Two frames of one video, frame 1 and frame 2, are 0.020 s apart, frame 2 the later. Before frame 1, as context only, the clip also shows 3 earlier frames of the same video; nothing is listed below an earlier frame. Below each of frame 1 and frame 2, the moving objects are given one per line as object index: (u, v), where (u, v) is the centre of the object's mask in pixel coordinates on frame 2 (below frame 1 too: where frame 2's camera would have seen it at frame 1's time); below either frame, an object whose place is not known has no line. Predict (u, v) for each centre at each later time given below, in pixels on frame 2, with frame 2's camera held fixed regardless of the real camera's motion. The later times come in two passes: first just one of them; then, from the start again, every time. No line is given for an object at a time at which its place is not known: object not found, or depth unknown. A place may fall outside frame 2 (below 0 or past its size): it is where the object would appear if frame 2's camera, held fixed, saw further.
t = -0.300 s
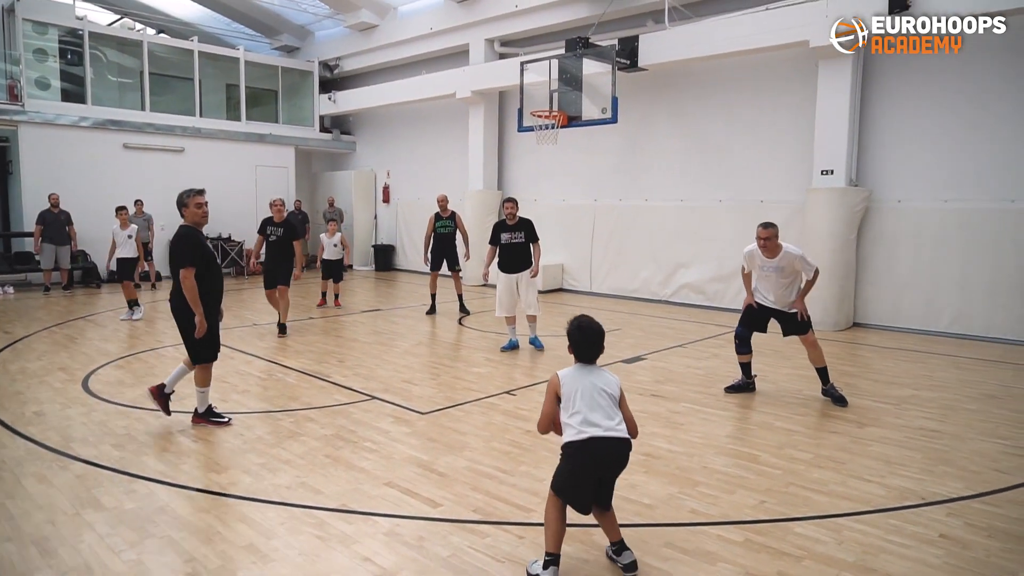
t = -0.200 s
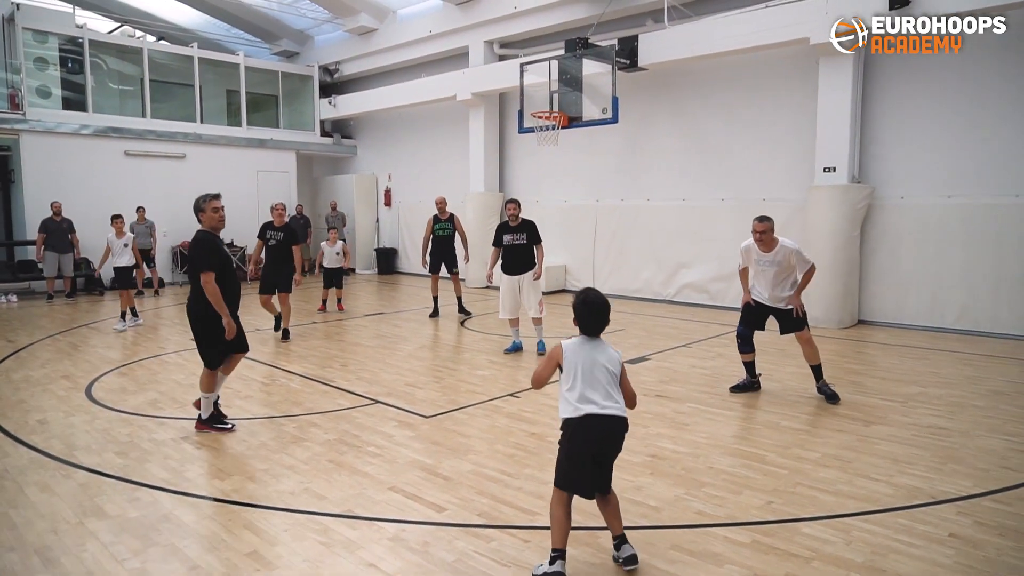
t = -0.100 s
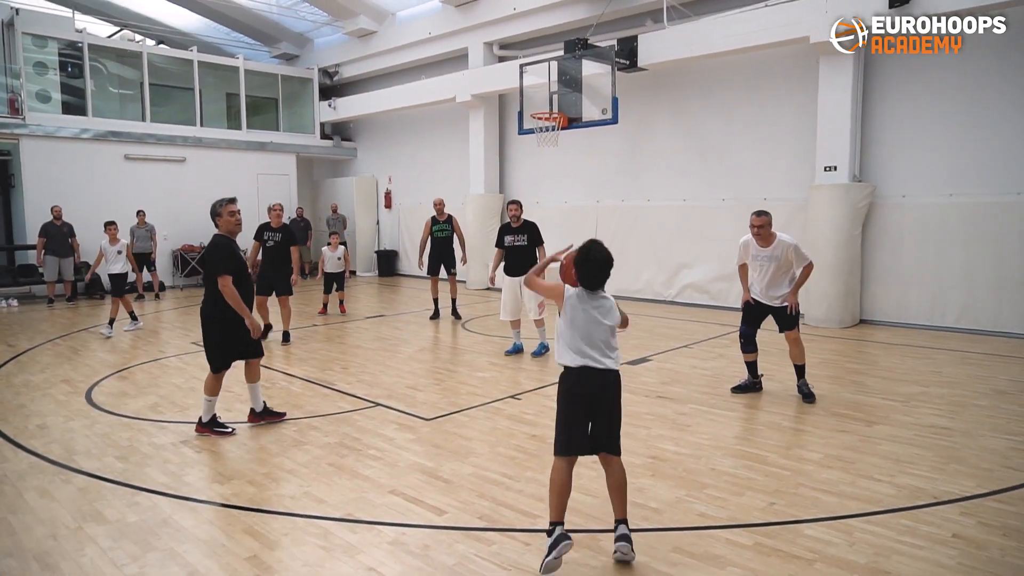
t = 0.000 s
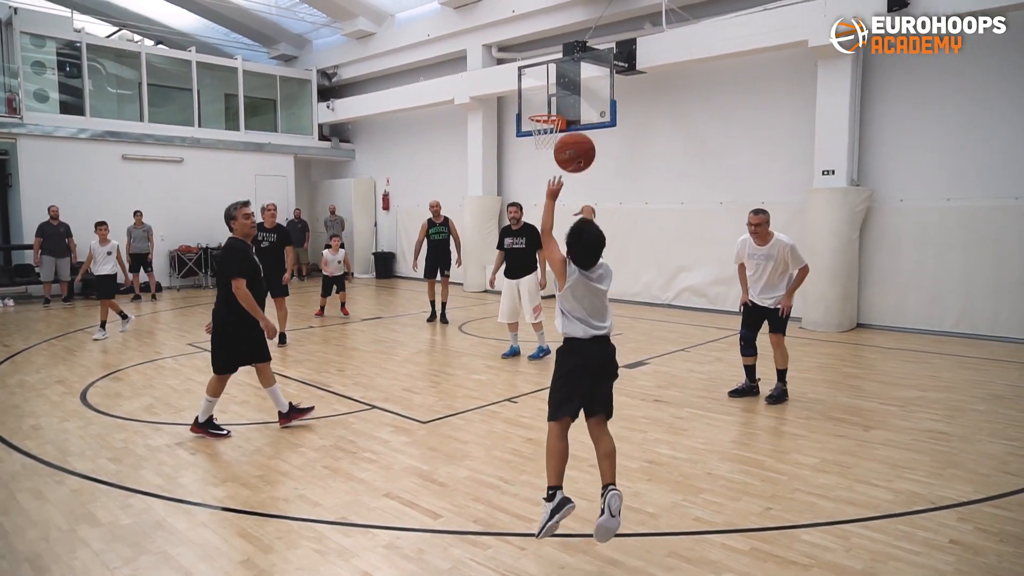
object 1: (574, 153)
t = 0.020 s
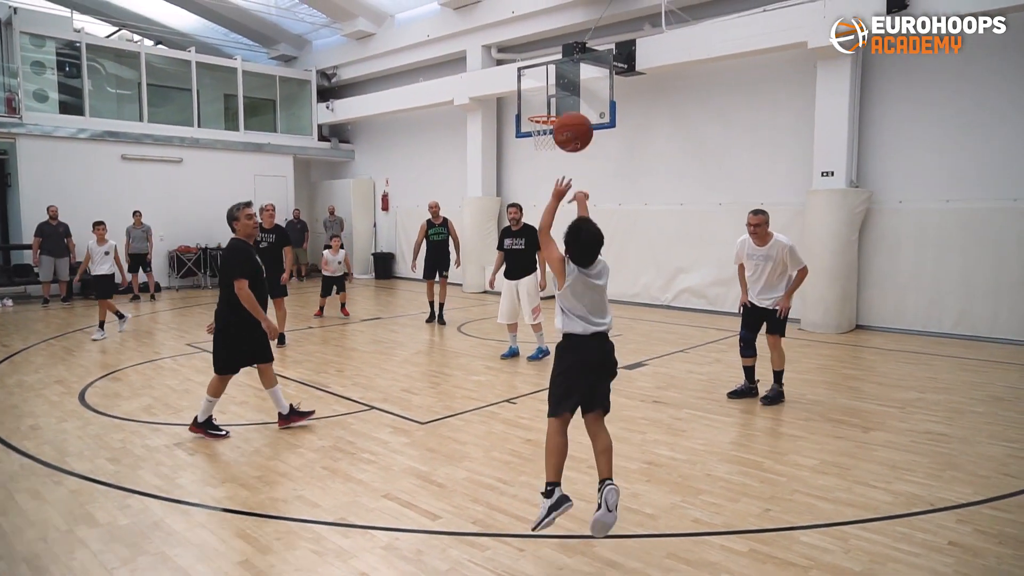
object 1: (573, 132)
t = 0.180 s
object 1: (565, 12)
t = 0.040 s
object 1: (571, 112)
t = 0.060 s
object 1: (570, 94)
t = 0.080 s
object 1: (569, 77)
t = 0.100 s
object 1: (568, 62)
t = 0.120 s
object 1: (567, 48)
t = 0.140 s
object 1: (567, 35)
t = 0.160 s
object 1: (566, 23)
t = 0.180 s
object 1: (565, 12)
